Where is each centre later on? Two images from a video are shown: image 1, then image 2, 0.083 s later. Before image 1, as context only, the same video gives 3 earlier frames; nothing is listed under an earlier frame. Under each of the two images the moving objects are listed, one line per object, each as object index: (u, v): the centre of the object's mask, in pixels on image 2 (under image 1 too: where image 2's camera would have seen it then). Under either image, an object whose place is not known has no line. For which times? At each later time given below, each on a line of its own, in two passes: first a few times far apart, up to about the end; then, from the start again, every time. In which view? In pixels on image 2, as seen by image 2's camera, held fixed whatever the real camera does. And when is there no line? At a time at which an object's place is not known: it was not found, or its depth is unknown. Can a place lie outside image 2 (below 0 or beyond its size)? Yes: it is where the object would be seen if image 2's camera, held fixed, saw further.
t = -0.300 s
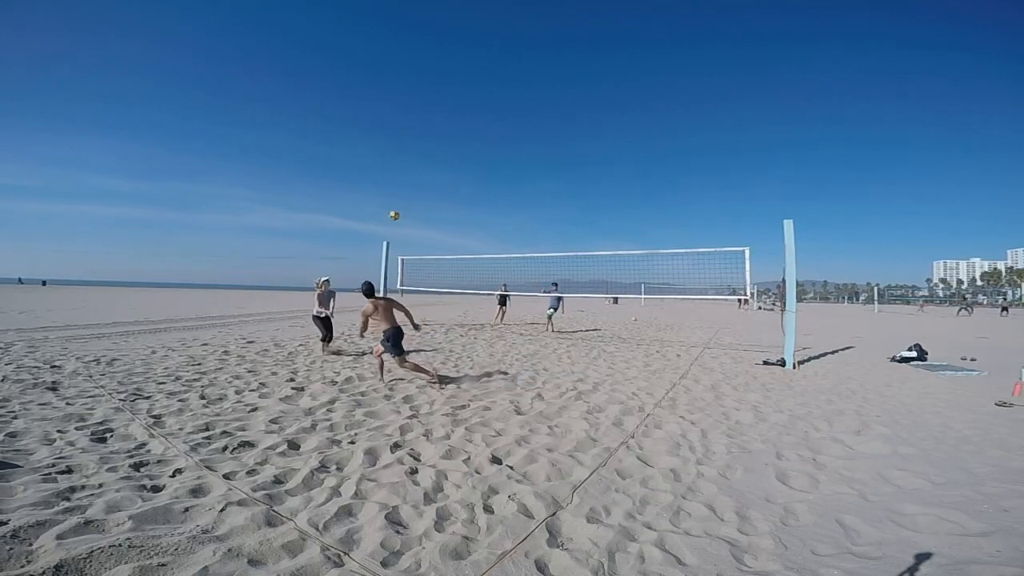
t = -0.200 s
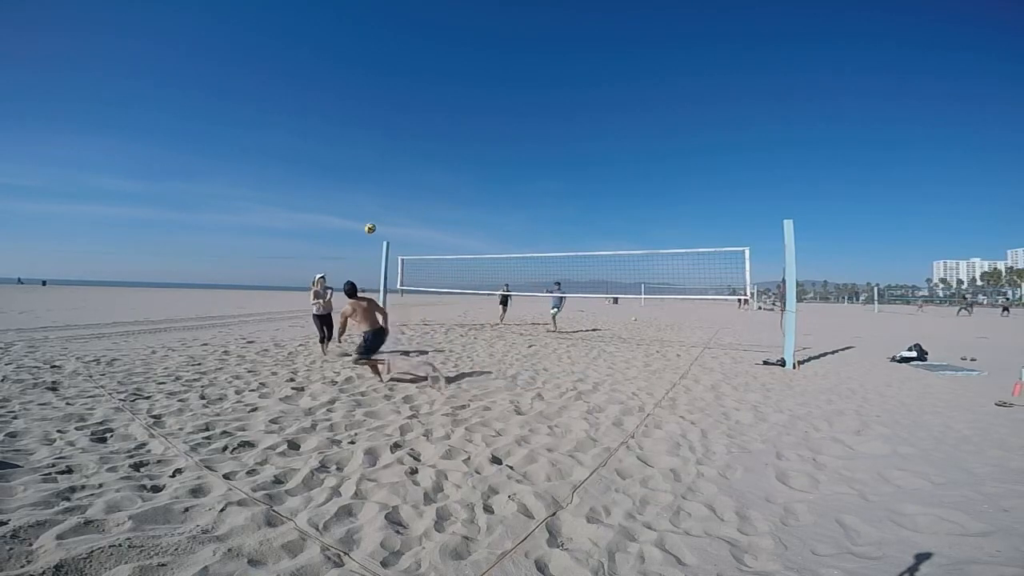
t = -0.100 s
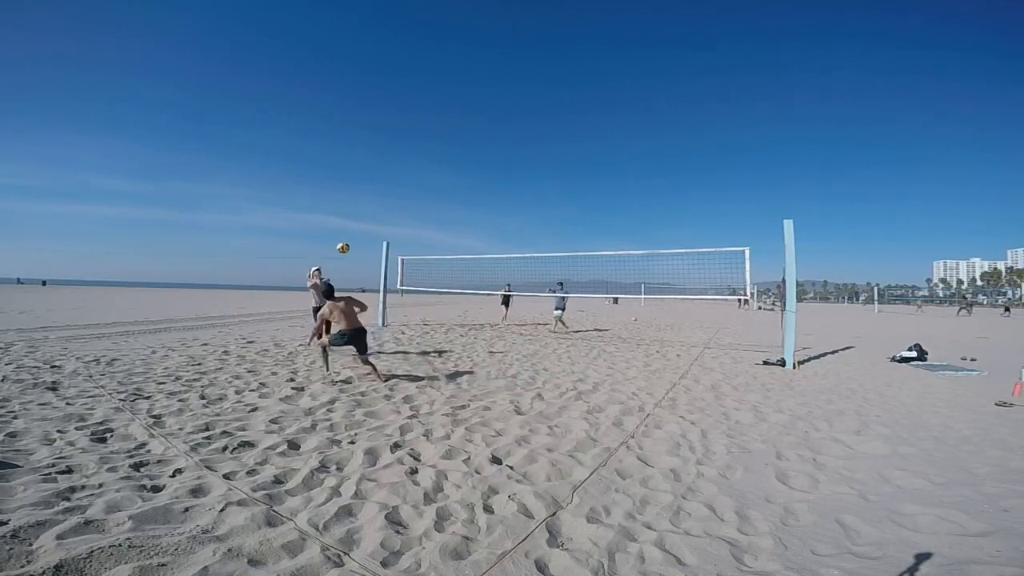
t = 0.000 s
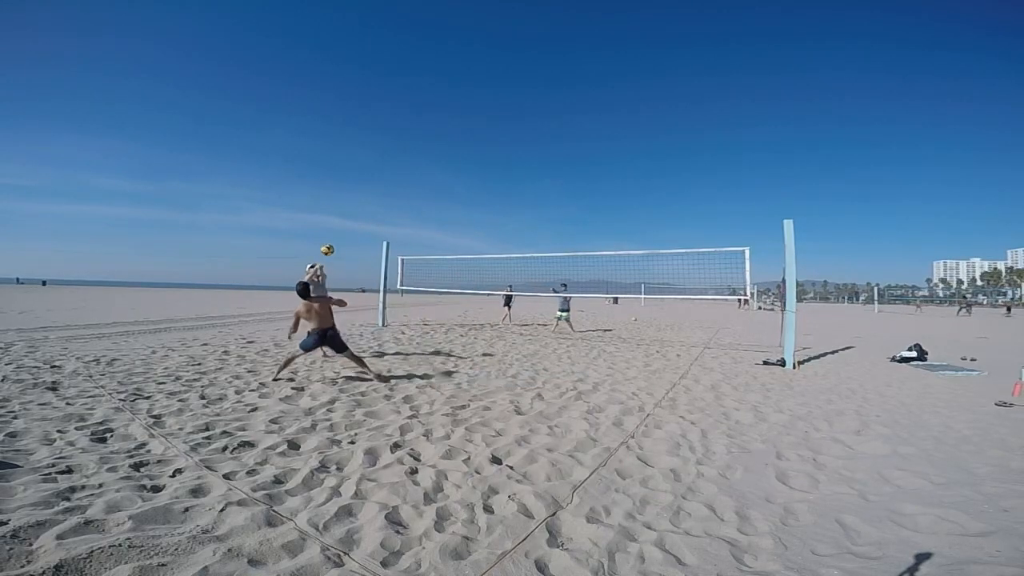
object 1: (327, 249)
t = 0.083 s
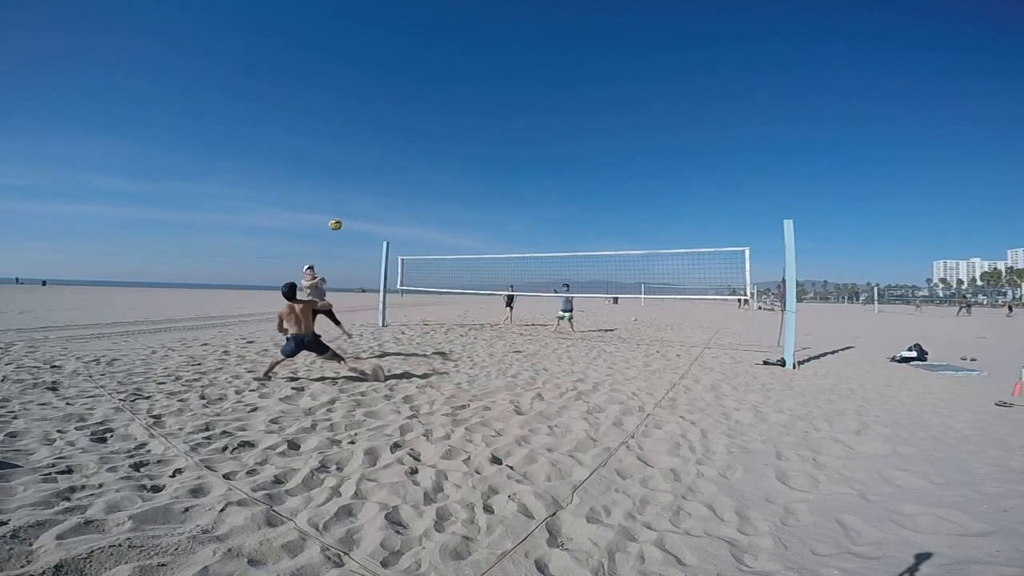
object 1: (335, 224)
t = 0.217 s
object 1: (348, 194)
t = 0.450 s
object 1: (368, 167)
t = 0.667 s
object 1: (384, 167)
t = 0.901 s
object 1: (401, 191)
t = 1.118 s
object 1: (416, 238)
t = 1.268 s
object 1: (428, 281)
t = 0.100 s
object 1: (337, 220)
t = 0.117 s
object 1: (338, 216)
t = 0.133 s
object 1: (340, 211)
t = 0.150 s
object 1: (341, 208)
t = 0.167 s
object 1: (343, 204)
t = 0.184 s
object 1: (345, 201)
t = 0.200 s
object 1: (346, 197)
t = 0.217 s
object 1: (348, 194)
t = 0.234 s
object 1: (350, 191)
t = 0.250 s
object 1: (351, 188)
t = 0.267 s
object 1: (352, 186)
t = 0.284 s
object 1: (354, 183)
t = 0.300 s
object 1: (356, 181)
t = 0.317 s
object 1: (357, 179)
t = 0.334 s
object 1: (358, 177)
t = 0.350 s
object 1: (360, 175)
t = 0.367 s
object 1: (361, 173)
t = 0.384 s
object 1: (363, 172)
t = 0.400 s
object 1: (364, 171)
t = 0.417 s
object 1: (365, 170)
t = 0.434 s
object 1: (366, 169)
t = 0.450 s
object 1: (368, 167)
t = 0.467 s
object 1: (369, 166)
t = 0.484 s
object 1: (371, 166)
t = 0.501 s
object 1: (371, 165)
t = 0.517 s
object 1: (373, 165)
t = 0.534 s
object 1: (374, 165)
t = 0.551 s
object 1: (375, 165)
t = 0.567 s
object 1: (377, 165)
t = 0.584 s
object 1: (378, 165)
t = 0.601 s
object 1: (379, 165)
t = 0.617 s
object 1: (380, 166)
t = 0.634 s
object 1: (381, 166)
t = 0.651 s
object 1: (383, 166)
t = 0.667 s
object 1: (384, 167)
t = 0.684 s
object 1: (385, 168)
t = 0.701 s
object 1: (386, 169)
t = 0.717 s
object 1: (387, 170)
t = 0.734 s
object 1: (389, 171)
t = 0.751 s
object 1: (390, 173)
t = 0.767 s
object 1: (391, 174)
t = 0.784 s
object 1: (392, 176)
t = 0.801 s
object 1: (394, 178)
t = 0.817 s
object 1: (395, 180)
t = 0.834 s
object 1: (396, 182)
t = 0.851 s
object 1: (397, 184)
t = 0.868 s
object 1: (398, 186)
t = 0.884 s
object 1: (399, 189)
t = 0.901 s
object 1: (401, 191)
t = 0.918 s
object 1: (402, 194)
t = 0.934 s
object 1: (403, 197)
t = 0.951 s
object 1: (404, 200)
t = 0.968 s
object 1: (405, 203)
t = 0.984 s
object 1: (406, 206)
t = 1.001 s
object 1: (407, 210)
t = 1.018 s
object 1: (409, 213)
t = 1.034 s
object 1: (409, 217)
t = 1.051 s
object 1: (411, 221)
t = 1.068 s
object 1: (412, 225)
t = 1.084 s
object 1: (413, 229)
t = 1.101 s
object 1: (415, 234)
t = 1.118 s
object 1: (416, 238)
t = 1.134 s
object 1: (417, 242)
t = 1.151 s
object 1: (418, 247)
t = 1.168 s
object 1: (420, 252)
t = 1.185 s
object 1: (421, 257)
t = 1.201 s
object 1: (423, 262)
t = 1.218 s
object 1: (424, 267)
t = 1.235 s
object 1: (425, 272)
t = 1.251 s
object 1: (427, 278)
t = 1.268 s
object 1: (428, 281)
